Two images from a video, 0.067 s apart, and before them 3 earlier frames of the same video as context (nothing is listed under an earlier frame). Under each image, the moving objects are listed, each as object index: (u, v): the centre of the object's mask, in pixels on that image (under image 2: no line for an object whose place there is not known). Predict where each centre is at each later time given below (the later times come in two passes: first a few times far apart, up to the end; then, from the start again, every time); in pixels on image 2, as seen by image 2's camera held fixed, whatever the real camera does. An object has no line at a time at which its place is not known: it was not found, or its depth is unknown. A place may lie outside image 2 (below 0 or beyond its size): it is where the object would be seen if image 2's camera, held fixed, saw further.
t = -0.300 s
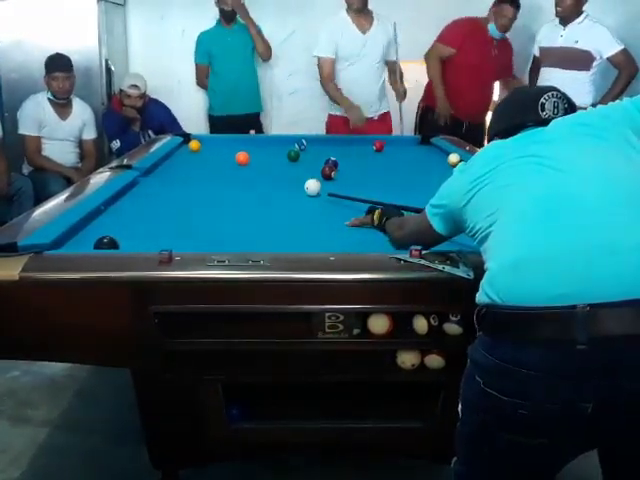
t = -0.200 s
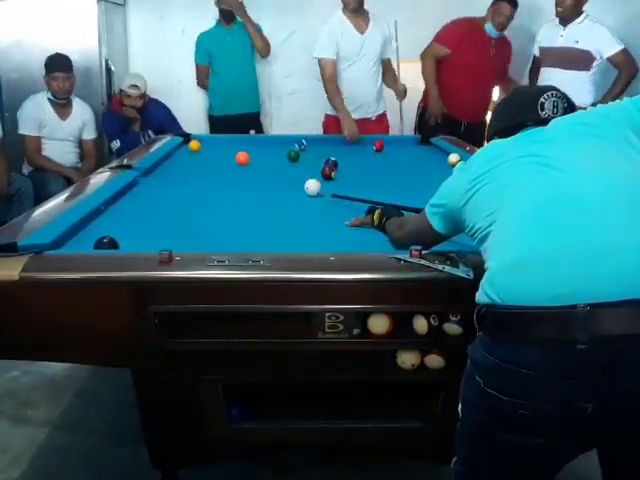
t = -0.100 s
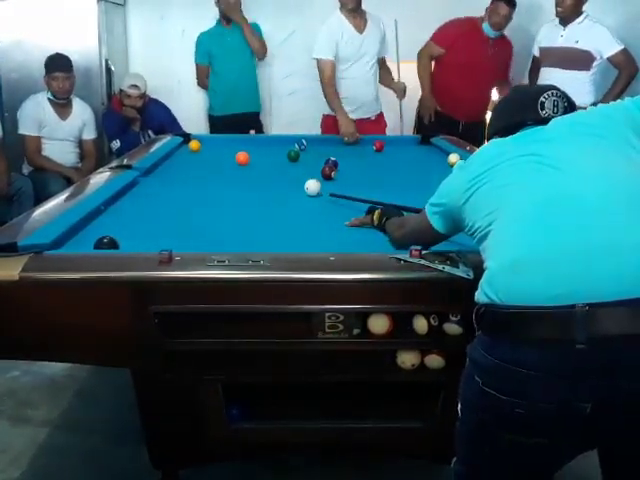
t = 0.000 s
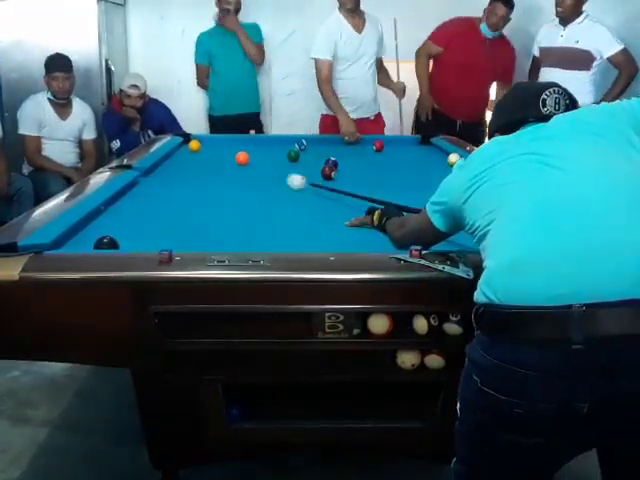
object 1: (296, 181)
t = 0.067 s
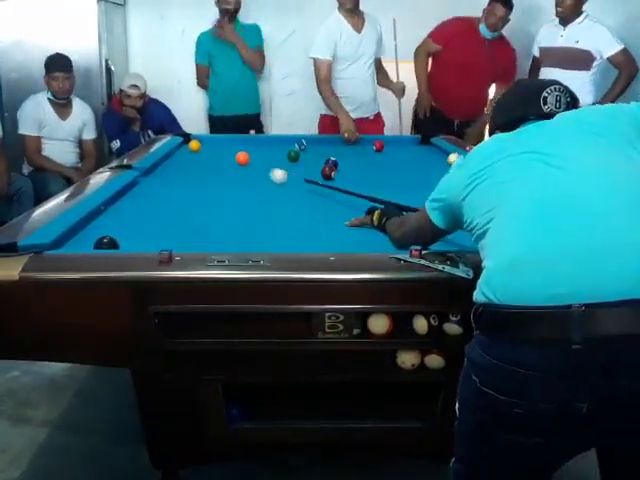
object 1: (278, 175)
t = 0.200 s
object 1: (252, 167)
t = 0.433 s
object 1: (220, 156)
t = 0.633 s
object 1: (196, 148)
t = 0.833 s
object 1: (186, 145)
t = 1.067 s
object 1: (207, 142)
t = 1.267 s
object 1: (222, 140)
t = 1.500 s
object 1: (238, 139)
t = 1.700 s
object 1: (251, 141)
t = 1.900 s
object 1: (263, 142)
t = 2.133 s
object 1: (277, 144)
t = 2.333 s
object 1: (289, 145)
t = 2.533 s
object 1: (302, 146)
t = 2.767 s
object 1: (315, 148)
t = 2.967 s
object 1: (327, 149)
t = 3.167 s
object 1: (337, 151)
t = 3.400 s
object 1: (349, 152)
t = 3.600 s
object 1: (359, 154)
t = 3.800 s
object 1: (368, 155)
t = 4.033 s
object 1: (379, 156)
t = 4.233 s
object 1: (386, 157)
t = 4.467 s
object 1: (396, 158)
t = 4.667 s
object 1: (403, 159)
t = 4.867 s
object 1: (409, 159)
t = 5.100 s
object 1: (415, 160)
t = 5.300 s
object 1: (420, 161)
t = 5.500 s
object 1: (424, 161)
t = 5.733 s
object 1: (427, 162)
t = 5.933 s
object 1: (430, 162)
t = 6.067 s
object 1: (430, 162)
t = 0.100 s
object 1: (271, 173)
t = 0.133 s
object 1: (264, 171)
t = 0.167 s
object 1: (258, 169)
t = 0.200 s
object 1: (252, 167)
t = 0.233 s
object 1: (247, 166)
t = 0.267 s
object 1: (242, 164)
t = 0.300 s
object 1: (237, 162)
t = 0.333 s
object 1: (233, 160)
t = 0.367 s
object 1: (228, 159)
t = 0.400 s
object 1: (224, 157)
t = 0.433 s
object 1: (220, 156)
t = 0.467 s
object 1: (216, 154)
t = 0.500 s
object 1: (212, 153)
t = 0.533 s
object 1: (207, 152)
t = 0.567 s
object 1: (204, 150)
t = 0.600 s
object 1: (200, 149)
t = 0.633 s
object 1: (196, 148)
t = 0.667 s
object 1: (194, 146)
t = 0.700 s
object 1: (189, 147)
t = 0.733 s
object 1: (184, 146)
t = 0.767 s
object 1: (181, 146)
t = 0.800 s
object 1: (184, 145)
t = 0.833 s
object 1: (186, 145)
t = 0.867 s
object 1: (189, 145)
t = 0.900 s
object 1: (192, 145)
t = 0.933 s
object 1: (195, 144)
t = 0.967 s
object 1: (198, 143)
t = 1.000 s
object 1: (202, 142)
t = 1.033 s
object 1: (204, 143)
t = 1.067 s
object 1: (207, 142)
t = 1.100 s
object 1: (210, 141)
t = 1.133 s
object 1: (212, 141)
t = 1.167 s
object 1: (215, 141)
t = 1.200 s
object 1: (218, 140)
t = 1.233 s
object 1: (220, 140)
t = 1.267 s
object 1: (222, 140)
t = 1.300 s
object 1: (225, 139)
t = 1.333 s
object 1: (227, 139)
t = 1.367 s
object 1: (230, 138)
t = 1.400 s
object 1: (232, 139)
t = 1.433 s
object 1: (234, 139)
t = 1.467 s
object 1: (236, 139)
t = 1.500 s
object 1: (238, 139)
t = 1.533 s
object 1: (240, 139)
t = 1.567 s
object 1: (243, 140)
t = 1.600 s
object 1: (245, 140)
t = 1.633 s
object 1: (247, 140)
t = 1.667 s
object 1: (249, 140)
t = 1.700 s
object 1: (251, 141)
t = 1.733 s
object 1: (253, 141)
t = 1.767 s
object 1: (255, 141)
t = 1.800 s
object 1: (257, 141)
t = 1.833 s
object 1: (259, 142)
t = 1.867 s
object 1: (261, 142)
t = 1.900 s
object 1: (263, 142)
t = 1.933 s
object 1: (266, 143)
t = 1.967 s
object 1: (267, 143)
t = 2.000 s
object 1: (269, 143)
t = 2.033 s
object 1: (271, 143)
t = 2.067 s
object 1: (273, 143)
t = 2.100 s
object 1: (275, 143)
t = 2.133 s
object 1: (277, 144)
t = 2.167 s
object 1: (279, 144)
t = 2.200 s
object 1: (281, 145)
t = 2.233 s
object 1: (283, 145)
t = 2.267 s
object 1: (285, 145)
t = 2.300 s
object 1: (287, 145)
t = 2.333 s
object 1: (289, 145)
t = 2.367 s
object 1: (292, 145)
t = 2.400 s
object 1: (294, 145)
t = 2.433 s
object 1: (296, 145)
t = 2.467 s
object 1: (298, 146)
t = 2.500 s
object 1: (300, 146)
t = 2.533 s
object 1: (302, 146)
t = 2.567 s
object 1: (304, 147)
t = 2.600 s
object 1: (306, 147)
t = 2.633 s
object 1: (308, 147)
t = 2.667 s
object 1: (309, 147)
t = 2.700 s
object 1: (311, 148)
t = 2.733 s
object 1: (313, 148)
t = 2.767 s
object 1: (315, 148)
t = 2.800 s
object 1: (317, 148)
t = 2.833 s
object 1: (319, 149)
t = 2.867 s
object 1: (321, 149)
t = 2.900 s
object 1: (323, 149)
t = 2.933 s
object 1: (325, 150)
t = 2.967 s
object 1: (327, 149)
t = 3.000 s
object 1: (328, 150)
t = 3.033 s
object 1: (330, 150)
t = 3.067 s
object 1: (332, 150)
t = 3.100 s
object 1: (333, 151)
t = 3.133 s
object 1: (335, 151)
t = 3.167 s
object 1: (337, 151)
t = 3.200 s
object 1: (339, 151)
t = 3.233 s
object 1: (341, 152)
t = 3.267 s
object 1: (342, 152)
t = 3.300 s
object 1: (344, 152)
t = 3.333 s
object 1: (346, 152)
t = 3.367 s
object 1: (347, 152)
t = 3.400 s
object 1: (349, 152)
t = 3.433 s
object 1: (351, 152)
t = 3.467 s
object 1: (352, 153)
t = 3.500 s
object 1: (354, 153)
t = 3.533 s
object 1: (356, 153)
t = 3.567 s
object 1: (358, 153)
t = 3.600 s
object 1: (359, 154)
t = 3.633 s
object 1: (360, 154)
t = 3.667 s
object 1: (362, 154)
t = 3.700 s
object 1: (364, 154)
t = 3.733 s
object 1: (365, 154)
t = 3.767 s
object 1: (367, 154)
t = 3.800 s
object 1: (368, 155)
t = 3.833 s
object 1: (370, 155)
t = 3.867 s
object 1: (371, 155)
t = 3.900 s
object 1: (373, 155)
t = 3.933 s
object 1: (374, 155)
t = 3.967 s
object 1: (376, 156)
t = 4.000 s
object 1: (377, 156)
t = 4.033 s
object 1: (379, 156)
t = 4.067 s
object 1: (380, 156)
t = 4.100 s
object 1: (381, 156)
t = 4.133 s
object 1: (382, 157)
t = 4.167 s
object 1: (383, 157)
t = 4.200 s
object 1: (385, 157)
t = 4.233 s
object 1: (386, 157)
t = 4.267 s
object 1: (388, 157)
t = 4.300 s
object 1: (389, 157)
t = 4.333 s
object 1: (390, 157)
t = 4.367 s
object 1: (392, 157)
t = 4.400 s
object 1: (393, 158)
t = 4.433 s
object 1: (395, 158)
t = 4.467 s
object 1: (396, 158)
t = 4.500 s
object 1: (397, 158)
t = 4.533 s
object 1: (398, 158)
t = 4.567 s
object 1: (400, 158)
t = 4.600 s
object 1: (401, 158)
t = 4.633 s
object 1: (402, 159)
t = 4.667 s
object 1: (403, 159)
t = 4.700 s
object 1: (404, 159)
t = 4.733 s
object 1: (405, 159)
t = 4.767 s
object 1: (407, 159)
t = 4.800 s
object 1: (407, 159)
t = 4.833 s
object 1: (408, 159)
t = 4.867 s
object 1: (409, 159)
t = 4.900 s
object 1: (409, 160)
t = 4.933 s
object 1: (411, 160)
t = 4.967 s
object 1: (412, 160)
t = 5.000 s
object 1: (412, 160)
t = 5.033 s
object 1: (413, 160)
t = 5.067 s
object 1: (414, 160)
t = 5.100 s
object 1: (415, 160)
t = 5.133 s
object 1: (416, 161)
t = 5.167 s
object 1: (417, 160)
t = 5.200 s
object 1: (417, 160)
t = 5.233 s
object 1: (418, 161)
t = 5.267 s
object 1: (419, 161)
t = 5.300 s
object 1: (420, 161)
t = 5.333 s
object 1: (420, 161)
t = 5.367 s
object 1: (421, 161)
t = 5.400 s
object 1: (422, 161)
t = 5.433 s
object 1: (422, 161)
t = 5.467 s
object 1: (423, 161)
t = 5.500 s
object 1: (424, 161)
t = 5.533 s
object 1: (424, 161)
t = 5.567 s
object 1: (425, 161)
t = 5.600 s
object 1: (425, 161)
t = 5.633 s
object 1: (426, 162)
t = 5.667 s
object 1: (426, 162)
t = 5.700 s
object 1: (427, 162)
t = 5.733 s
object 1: (427, 162)
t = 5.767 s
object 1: (428, 162)
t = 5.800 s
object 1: (428, 162)
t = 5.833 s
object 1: (428, 162)
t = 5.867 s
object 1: (429, 162)
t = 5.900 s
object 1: (429, 162)
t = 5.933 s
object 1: (430, 162)
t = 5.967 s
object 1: (430, 162)
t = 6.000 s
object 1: (430, 162)
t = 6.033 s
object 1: (430, 162)
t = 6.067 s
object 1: (430, 162)
